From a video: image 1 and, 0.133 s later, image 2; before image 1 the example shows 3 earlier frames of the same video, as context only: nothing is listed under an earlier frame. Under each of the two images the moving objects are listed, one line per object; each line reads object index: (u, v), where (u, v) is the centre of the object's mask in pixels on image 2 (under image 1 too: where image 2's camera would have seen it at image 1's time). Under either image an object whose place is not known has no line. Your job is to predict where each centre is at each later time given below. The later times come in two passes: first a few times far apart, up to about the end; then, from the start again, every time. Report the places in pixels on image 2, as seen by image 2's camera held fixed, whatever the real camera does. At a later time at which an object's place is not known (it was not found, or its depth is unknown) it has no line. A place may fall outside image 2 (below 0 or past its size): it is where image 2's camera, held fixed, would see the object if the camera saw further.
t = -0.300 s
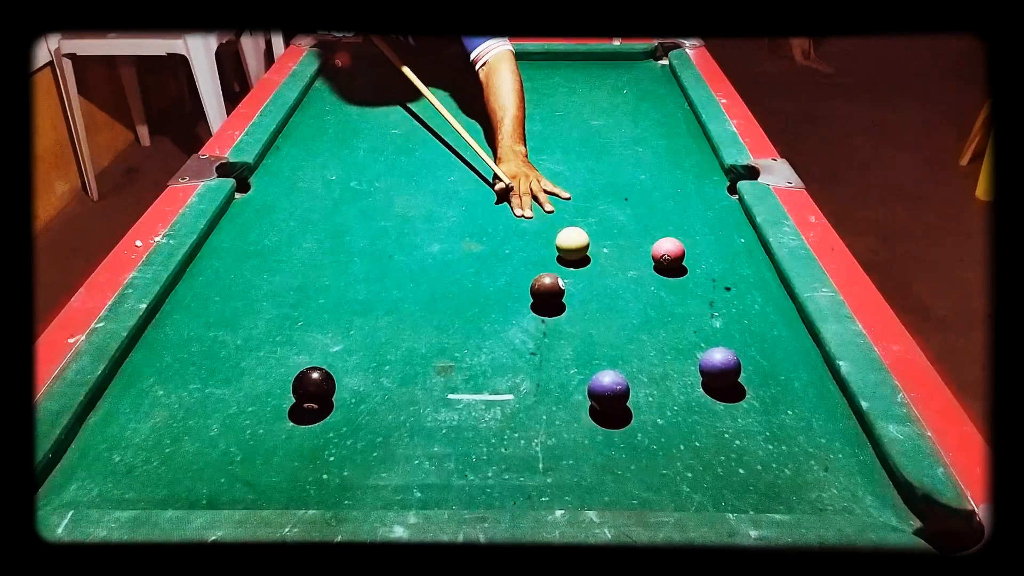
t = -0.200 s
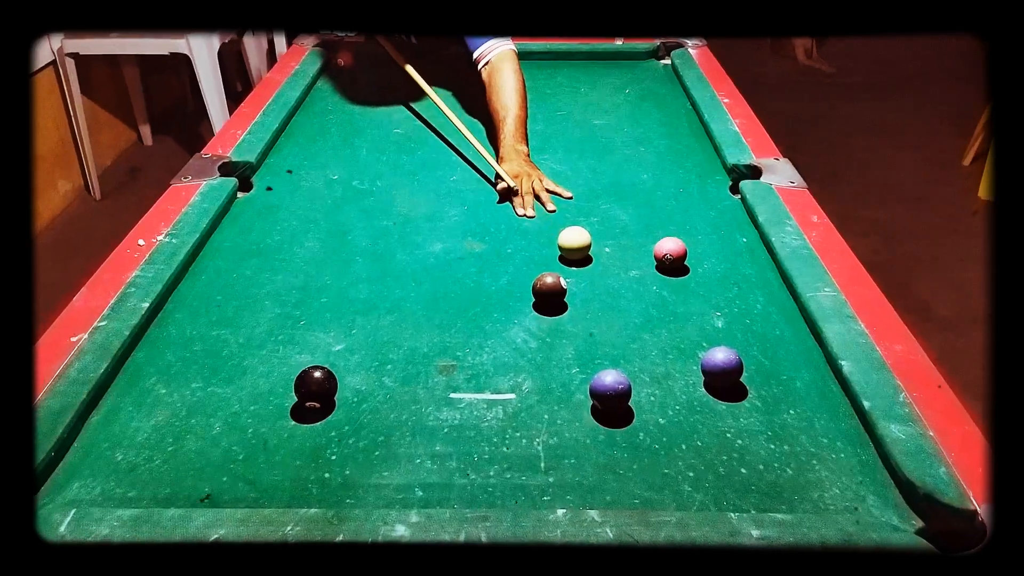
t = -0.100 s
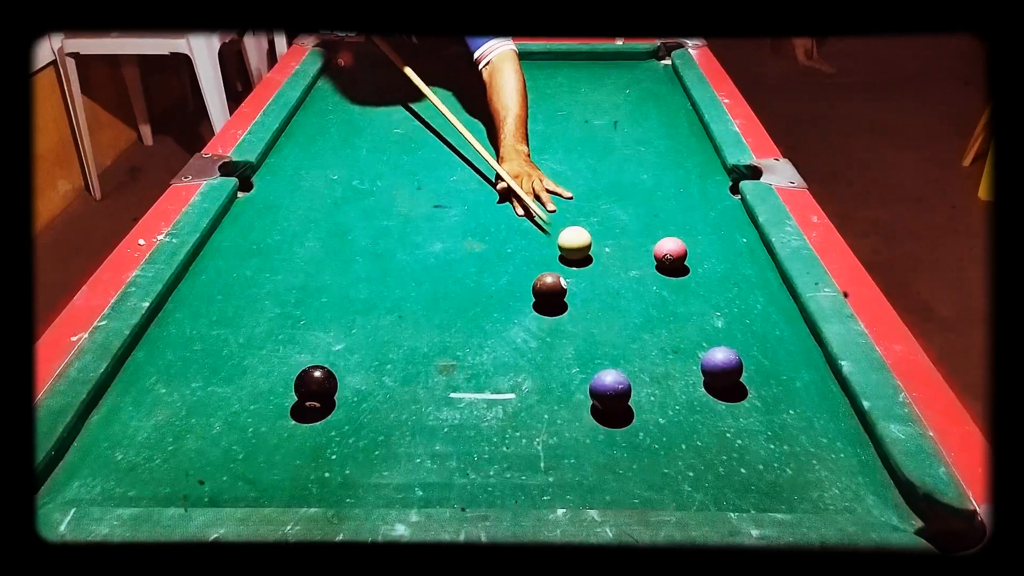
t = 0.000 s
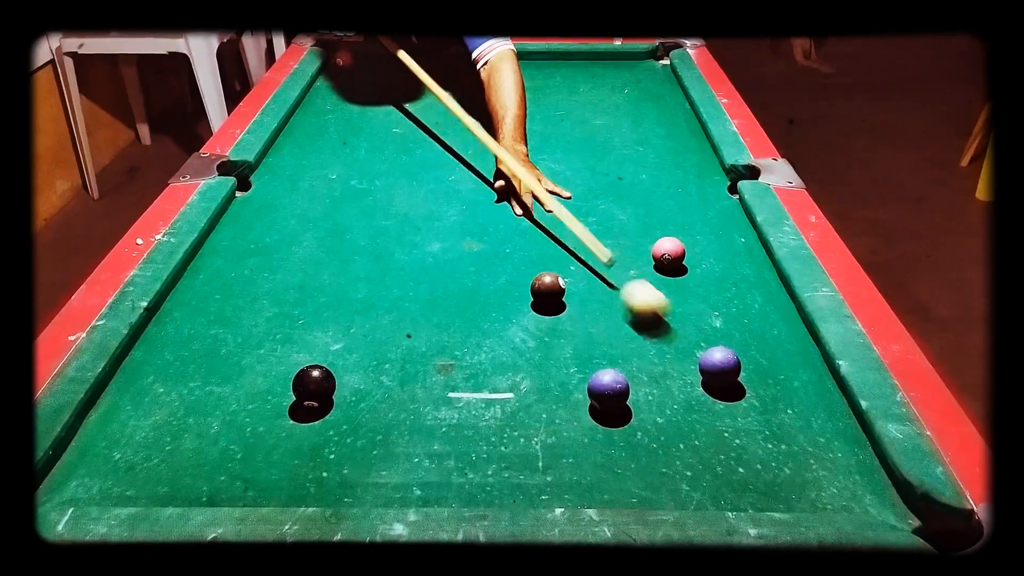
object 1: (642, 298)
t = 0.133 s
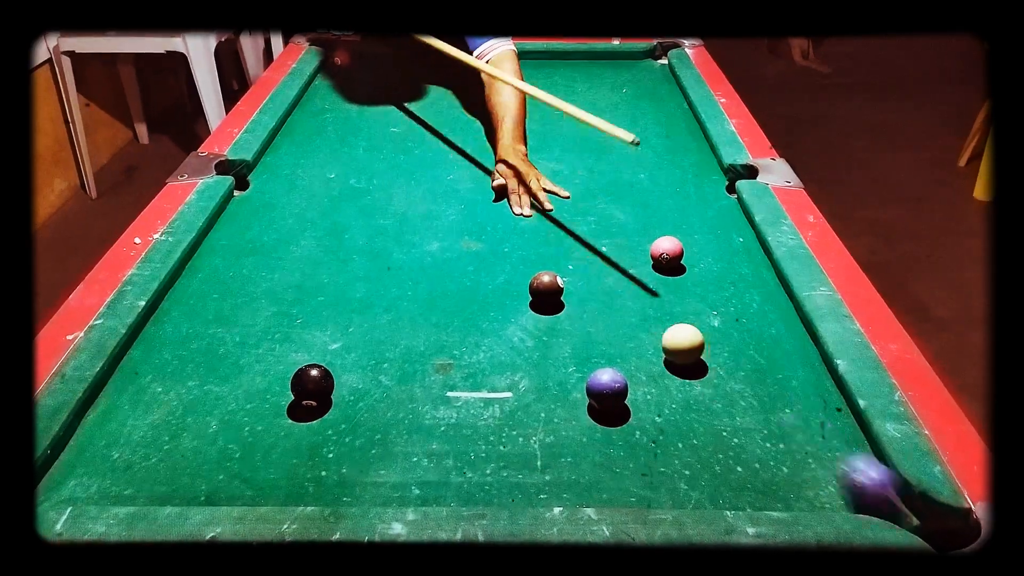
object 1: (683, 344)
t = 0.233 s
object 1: (666, 334)
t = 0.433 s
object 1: (633, 314)
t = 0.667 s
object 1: (601, 293)
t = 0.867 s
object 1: (578, 278)
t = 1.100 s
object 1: (560, 261)
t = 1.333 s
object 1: (543, 246)
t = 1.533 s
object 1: (533, 237)
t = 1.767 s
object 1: (523, 227)
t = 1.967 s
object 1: (516, 219)
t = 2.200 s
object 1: (508, 212)
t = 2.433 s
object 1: (503, 207)
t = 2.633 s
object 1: (500, 203)
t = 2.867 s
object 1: (497, 199)
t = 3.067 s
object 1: (495, 197)
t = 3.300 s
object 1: (495, 196)
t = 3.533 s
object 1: (496, 196)
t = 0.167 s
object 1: (678, 341)
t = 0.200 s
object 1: (672, 337)
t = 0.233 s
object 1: (666, 334)
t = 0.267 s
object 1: (660, 330)
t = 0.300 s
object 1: (654, 327)
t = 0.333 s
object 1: (649, 324)
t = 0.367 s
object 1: (644, 320)
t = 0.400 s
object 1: (638, 317)
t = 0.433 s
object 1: (633, 314)
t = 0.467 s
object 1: (628, 311)
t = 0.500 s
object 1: (623, 308)
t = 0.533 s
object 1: (619, 305)
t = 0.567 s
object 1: (614, 302)
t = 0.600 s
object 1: (610, 299)
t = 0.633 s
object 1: (605, 296)
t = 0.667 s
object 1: (601, 293)
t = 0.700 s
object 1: (597, 291)
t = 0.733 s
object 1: (593, 288)
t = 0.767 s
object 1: (589, 286)
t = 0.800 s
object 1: (585, 283)
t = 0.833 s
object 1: (581, 281)
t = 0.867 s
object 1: (578, 278)
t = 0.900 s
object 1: (576, 275)
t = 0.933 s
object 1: (573, 273)
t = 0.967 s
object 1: (570, 270)
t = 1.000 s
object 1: (568, 268)
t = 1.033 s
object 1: (565, 266)
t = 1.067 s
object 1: (563, 264)
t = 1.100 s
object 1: (560, 261)
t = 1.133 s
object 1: (558, 260)
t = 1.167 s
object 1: (556, 257)
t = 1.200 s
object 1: (553, 256)
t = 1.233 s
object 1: (551, 254)
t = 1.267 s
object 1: (549, 252)
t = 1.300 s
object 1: (545, 248)
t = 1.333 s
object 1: (543, 246)
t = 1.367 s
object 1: (542, 245)
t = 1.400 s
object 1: (540, 243)
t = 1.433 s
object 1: (538, 241)
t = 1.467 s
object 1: (537, 240)
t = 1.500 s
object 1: (535, 238)
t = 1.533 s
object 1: (533, 237)
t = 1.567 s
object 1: (532, 235)
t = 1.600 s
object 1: (530, 234)
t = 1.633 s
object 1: (529, 232)
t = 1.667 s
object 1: (527, 231)
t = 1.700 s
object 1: (526, 229)
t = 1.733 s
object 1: (524, 228)
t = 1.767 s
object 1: (523, 227)
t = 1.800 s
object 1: (522, 226)
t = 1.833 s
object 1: (520, 224)
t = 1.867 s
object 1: (519, 223)
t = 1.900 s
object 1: (518, 222)
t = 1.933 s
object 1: (517, 221)
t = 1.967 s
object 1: (516, 219)
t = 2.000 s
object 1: (514, 218)
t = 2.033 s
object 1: (513, 218)
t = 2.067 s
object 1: (512, 216)
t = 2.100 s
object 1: (511, 216)
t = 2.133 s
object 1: (510, 215)
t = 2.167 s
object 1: (509, 213)
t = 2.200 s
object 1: (508, 212)
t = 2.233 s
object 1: (507, 212)
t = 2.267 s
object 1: (506, 211)
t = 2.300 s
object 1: (506, 210)
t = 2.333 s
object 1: (505, 210)
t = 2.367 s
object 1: (504, 208)
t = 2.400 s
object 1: (504, 208)
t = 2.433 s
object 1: (503, 207)
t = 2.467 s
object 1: (503, 206)
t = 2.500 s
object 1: (502, 205)
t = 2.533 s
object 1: (501, 205)
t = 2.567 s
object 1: (501, 204)
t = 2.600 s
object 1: (500, 203)
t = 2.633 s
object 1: (500, 203)
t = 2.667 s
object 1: (499, 202)
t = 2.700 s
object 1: (499, 202)
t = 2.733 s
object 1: (498, 201)
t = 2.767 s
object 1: (498, 201)
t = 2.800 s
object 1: (497, 200)
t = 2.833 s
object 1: (497, 200)
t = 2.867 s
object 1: (497, 199)
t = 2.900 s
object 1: (496, 199)
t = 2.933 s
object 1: (496, 198)
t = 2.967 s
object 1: (496, 198)
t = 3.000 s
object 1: (496, 198)
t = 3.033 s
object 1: (495, 197)
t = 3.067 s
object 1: (495, 197)
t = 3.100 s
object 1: (495, 197)
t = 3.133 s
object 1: (495, 197)
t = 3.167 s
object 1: (495, 197)
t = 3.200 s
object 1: (495, 196)
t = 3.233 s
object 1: (495, 196)
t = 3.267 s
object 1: (495, 196)
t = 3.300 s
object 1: (495, 196)
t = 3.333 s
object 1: (495, 196)
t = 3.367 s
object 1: (495, 196)
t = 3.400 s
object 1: (496, 196)
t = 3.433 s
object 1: (496, 196)
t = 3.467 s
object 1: (496, 196)
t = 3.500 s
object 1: (496, 196)
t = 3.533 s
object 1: (496, 196)
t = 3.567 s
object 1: (496, 196)
